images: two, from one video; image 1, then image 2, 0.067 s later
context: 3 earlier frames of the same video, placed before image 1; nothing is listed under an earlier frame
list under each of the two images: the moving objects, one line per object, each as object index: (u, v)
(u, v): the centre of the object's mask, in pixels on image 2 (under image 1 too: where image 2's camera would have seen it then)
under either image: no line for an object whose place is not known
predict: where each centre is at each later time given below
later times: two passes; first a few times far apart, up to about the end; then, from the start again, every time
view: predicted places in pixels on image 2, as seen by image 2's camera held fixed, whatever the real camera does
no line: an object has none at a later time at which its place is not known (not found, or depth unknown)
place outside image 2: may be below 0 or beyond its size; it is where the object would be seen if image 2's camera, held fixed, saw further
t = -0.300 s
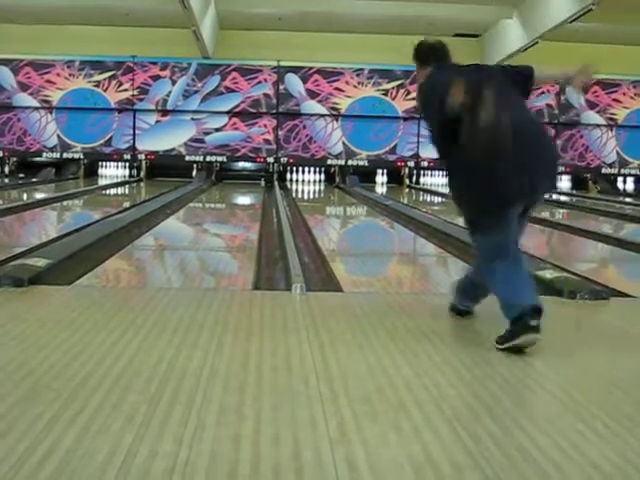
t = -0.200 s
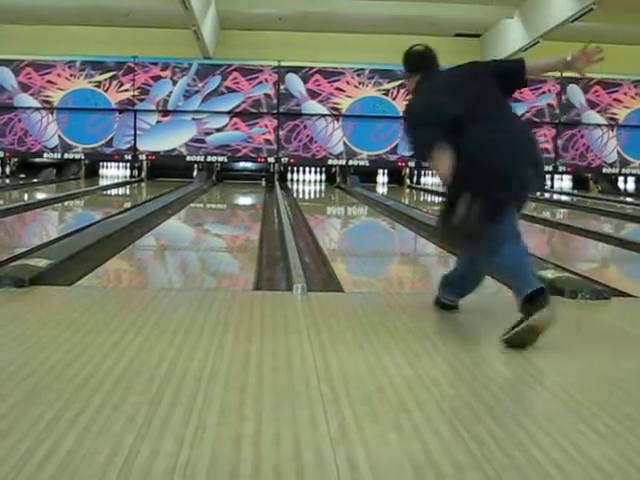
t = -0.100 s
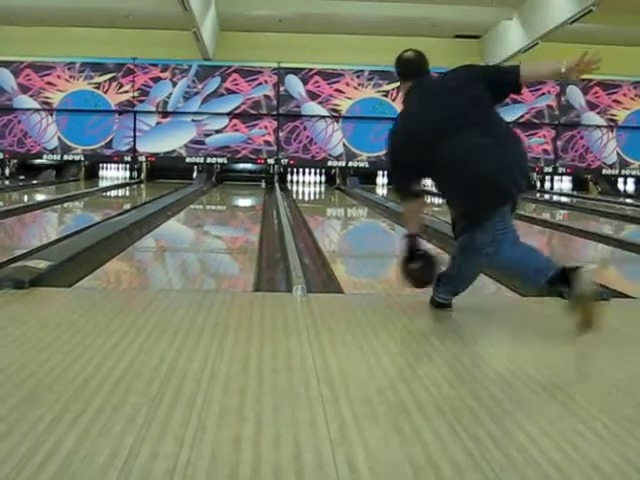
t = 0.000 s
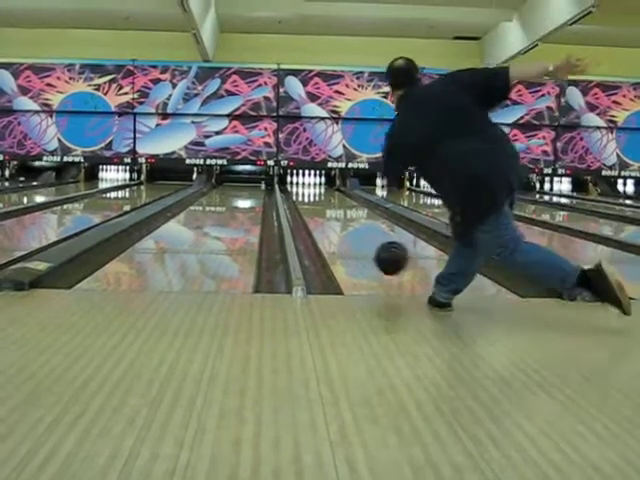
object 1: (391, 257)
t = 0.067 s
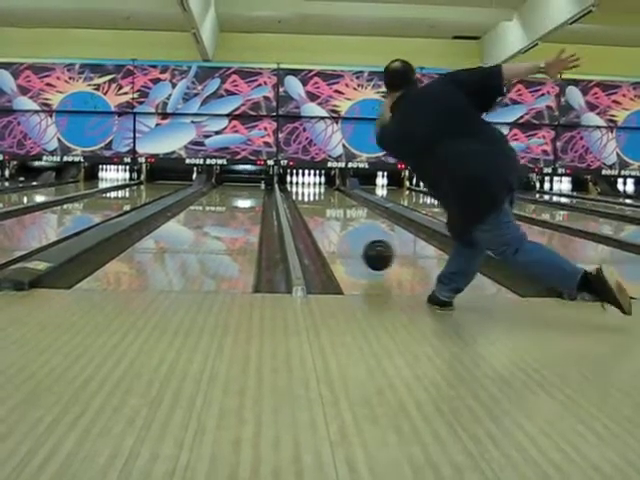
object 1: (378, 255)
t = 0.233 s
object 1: (354, 240)
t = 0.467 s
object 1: (332, 221)
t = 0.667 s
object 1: (320, 211)
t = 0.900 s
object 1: (310, 202)
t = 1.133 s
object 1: (303, 196)
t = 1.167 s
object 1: (303, 195)
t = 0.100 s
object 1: (372, 255)
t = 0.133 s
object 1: (367, 250)
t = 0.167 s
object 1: (362, 247)
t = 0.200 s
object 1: (357, 243)
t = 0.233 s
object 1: (354, 240)
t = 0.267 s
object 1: (350, 236)
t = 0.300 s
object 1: (346, 234)
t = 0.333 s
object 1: (343, 231)
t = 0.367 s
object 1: (340, 228)
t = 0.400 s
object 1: (338, 226)
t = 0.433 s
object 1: (335, 223)
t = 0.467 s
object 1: (332, 221)
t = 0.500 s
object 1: (330, 219)
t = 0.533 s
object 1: (327, 217)
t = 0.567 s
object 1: (325, 216)
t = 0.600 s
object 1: (324, 214)
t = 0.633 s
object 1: (322, 212)
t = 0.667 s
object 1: (320, 211)
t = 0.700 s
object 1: (319, 210)
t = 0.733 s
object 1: (317, 208)
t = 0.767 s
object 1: (316, 207)
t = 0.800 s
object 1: (315, 206)
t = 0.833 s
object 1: (313, 205)
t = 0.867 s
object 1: (312, 203)
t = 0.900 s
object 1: (310, 202)
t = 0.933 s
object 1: (309, 201)
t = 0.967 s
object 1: (309, 201)
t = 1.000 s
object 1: (307, 199)
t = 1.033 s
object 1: (307, 198)
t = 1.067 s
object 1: (306, 198)
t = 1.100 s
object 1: (305, 197)
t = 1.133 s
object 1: (303, 196)
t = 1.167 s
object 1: (303, 195)
